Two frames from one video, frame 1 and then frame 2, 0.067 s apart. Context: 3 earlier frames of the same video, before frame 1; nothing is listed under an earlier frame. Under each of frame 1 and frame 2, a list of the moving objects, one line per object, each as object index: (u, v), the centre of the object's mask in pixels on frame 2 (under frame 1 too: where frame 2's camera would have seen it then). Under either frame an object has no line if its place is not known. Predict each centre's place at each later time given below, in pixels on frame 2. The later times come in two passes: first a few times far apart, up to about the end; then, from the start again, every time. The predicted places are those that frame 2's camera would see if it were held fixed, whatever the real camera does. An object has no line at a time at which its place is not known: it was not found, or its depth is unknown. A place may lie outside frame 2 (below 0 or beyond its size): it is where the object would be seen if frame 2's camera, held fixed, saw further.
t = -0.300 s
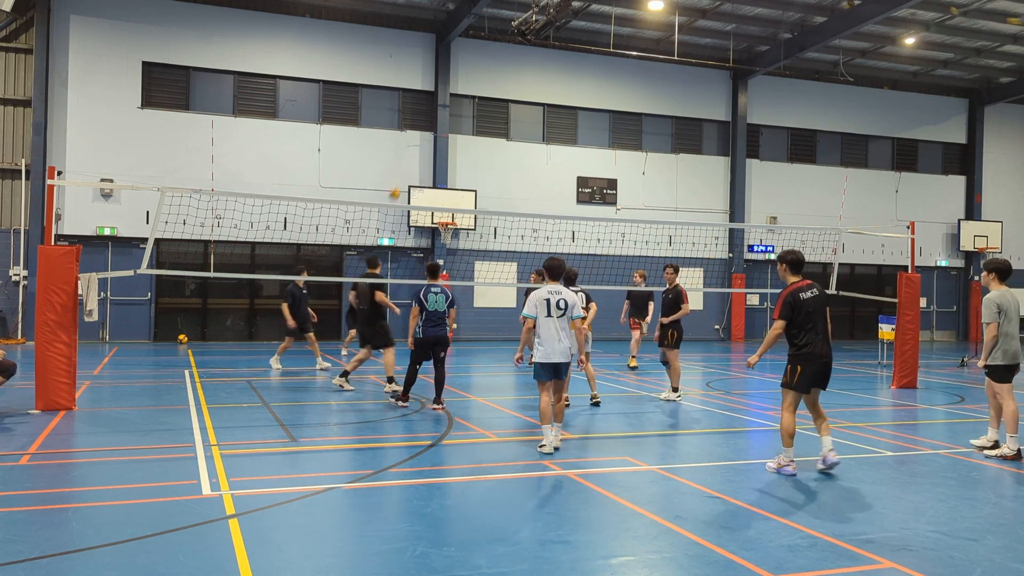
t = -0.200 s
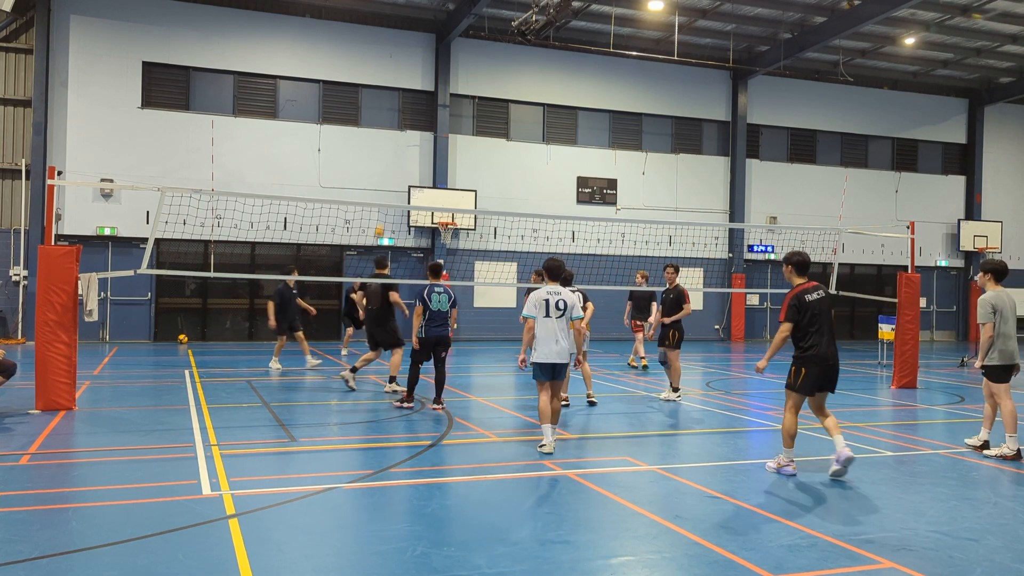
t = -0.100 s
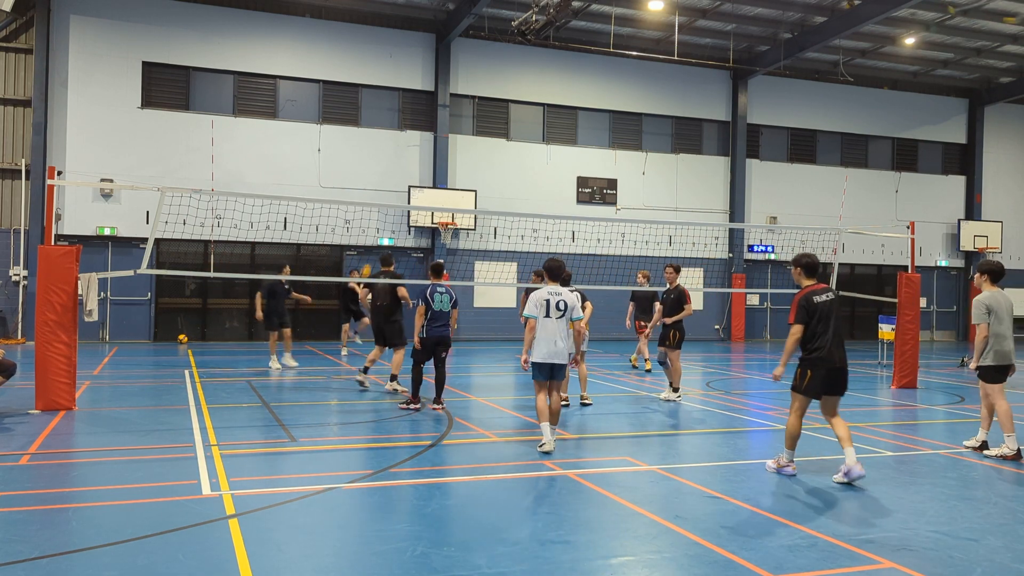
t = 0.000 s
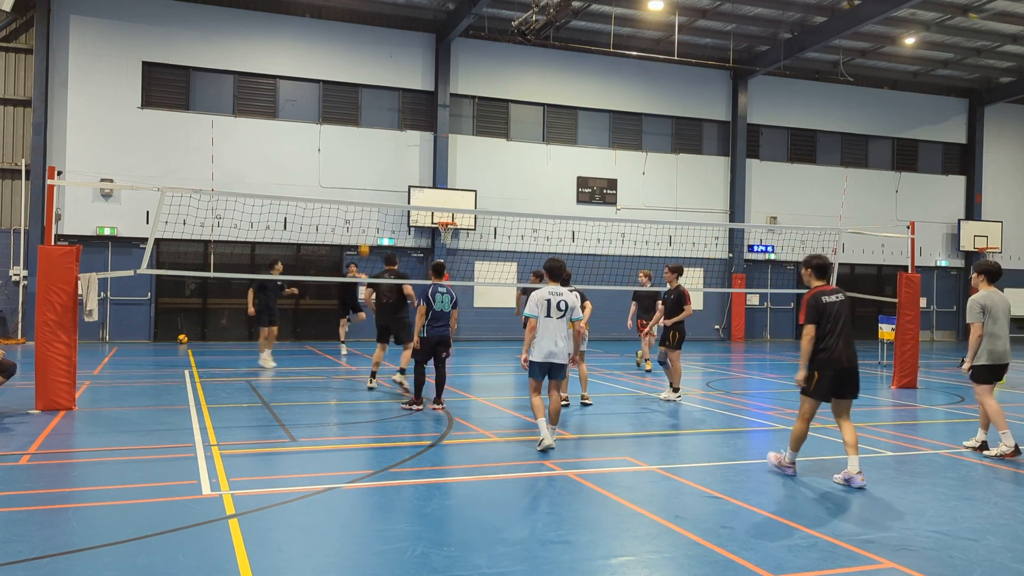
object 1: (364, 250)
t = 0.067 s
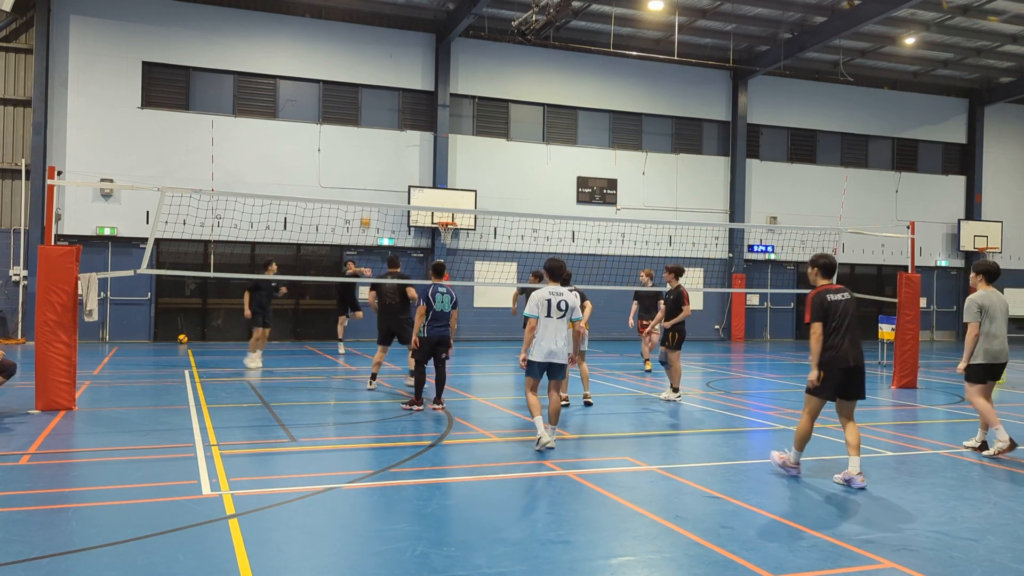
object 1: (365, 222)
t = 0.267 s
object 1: (369, 153)
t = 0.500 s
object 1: (372, 97)
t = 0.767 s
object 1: (375, 68)
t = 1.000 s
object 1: (377, 75)
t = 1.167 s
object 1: (378, 101)
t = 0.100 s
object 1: (366, 210)
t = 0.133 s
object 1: (367, 196)
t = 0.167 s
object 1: (368, 184)
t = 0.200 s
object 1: (368, 173)
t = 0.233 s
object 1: (369, 163)
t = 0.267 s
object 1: (369, 153)
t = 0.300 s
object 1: (370, 143)
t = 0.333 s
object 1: (370, 134)
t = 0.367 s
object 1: (371, 125)
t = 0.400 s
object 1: (371, 118)
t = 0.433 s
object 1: (372, 110)
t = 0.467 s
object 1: (372, 104)
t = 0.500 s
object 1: (372, 97)
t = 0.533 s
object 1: (373, 92)
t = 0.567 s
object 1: (373, 87)
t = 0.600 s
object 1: (373, 83)
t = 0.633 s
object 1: (374, 78)
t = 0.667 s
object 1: (374, 75)
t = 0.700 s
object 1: (375, 72)
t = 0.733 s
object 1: (375, 70)
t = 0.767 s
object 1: (375, 68)
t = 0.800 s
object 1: (375, 67)
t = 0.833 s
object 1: (376, 67)
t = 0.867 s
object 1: (376, 67)
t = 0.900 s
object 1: (376, 68)
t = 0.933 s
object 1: (376, 69)
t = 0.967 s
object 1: (377, 72)
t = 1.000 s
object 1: (377, 75)
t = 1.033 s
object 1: (377, 78)
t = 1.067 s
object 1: (378, 83)
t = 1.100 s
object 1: (378, 88)
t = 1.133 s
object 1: (378, 94)
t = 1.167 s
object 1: (378, 101)
